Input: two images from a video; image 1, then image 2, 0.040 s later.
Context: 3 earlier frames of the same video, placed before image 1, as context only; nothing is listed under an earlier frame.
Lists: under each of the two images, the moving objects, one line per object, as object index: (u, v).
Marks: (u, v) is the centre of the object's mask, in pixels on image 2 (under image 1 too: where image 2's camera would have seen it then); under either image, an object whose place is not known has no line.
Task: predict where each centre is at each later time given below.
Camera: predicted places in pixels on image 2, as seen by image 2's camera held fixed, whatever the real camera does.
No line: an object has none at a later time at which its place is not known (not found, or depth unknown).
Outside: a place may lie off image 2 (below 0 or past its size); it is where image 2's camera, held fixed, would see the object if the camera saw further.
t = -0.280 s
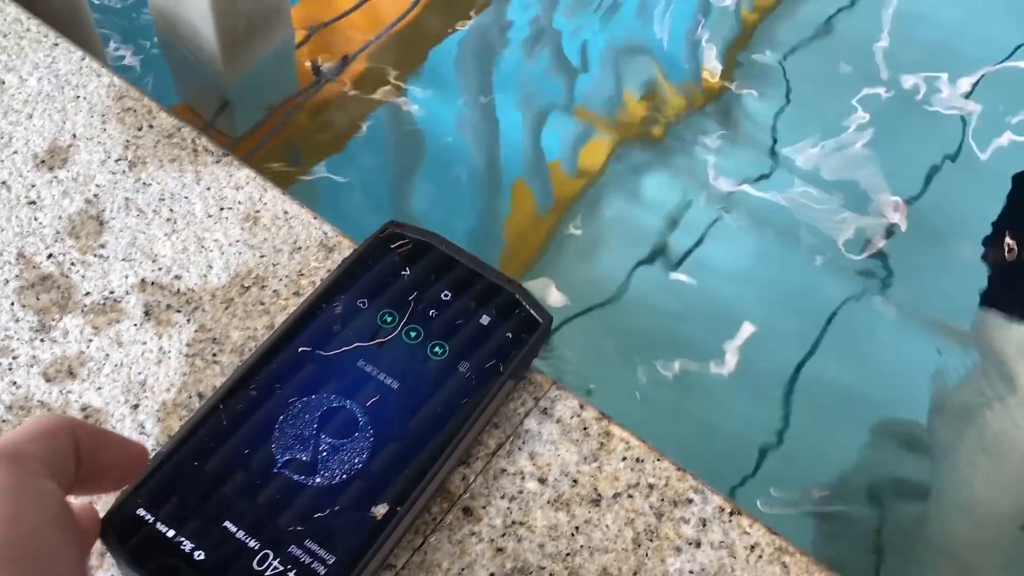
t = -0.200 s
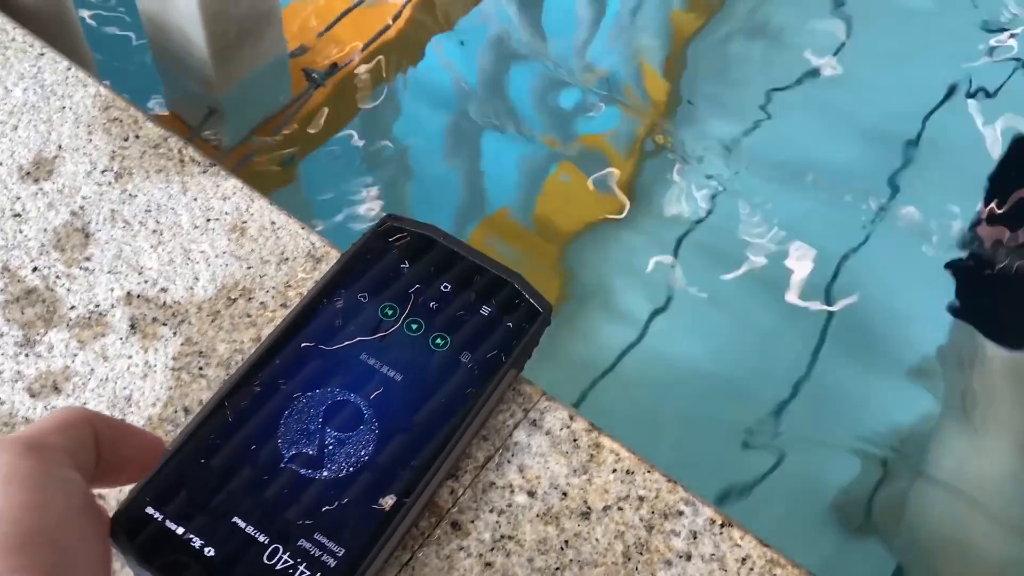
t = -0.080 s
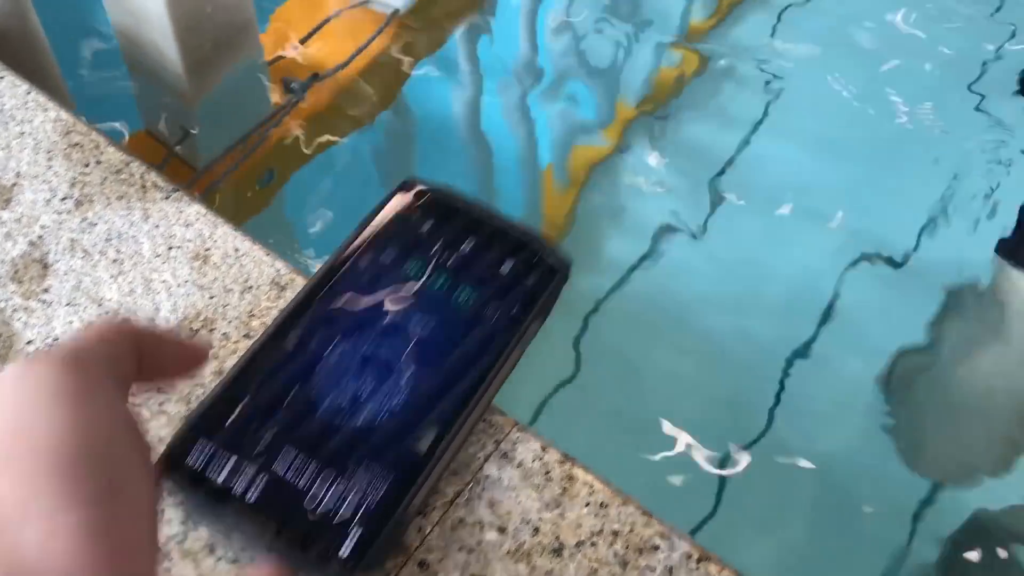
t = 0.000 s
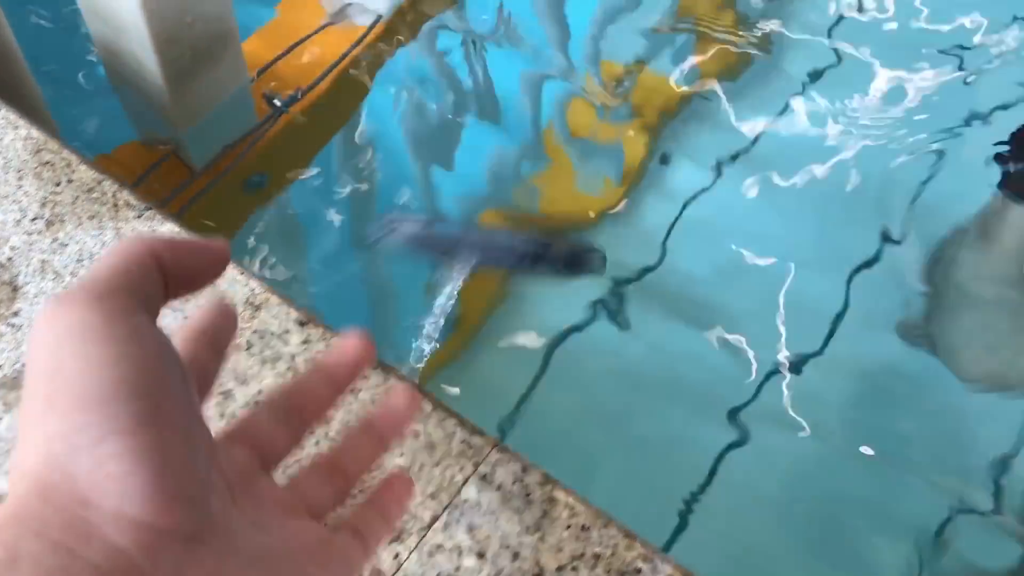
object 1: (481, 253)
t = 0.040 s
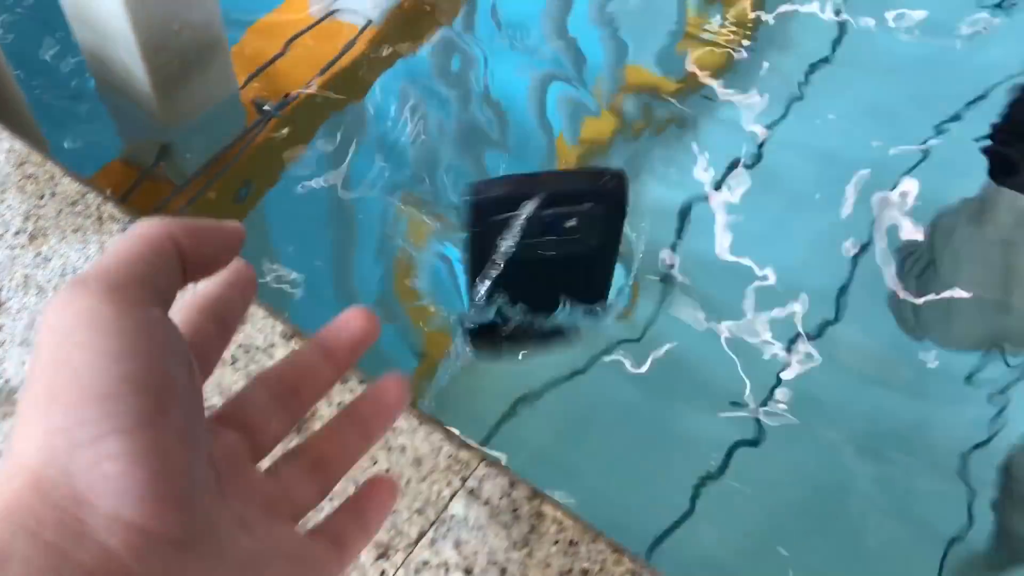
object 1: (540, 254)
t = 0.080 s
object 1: (577, 336)
